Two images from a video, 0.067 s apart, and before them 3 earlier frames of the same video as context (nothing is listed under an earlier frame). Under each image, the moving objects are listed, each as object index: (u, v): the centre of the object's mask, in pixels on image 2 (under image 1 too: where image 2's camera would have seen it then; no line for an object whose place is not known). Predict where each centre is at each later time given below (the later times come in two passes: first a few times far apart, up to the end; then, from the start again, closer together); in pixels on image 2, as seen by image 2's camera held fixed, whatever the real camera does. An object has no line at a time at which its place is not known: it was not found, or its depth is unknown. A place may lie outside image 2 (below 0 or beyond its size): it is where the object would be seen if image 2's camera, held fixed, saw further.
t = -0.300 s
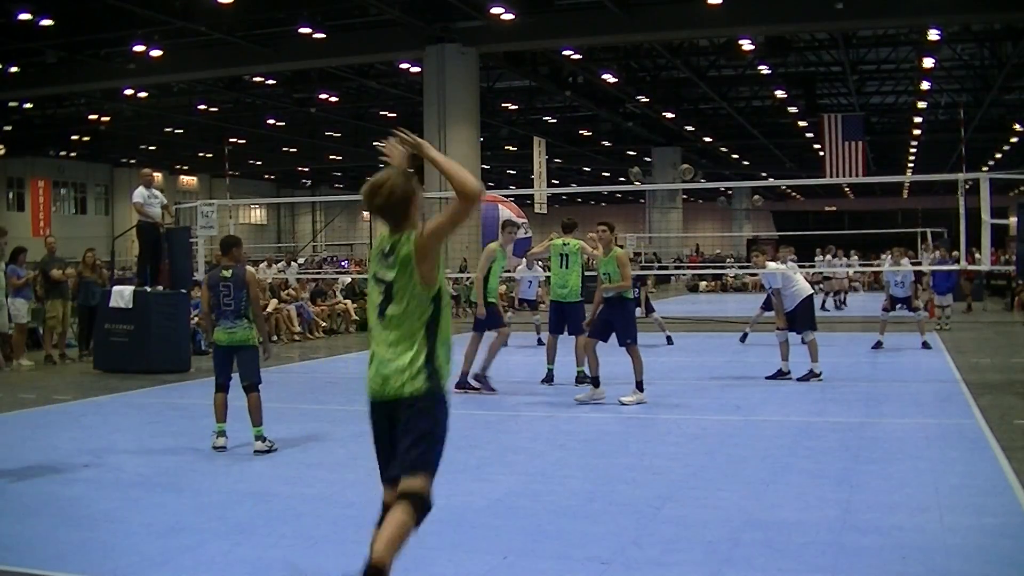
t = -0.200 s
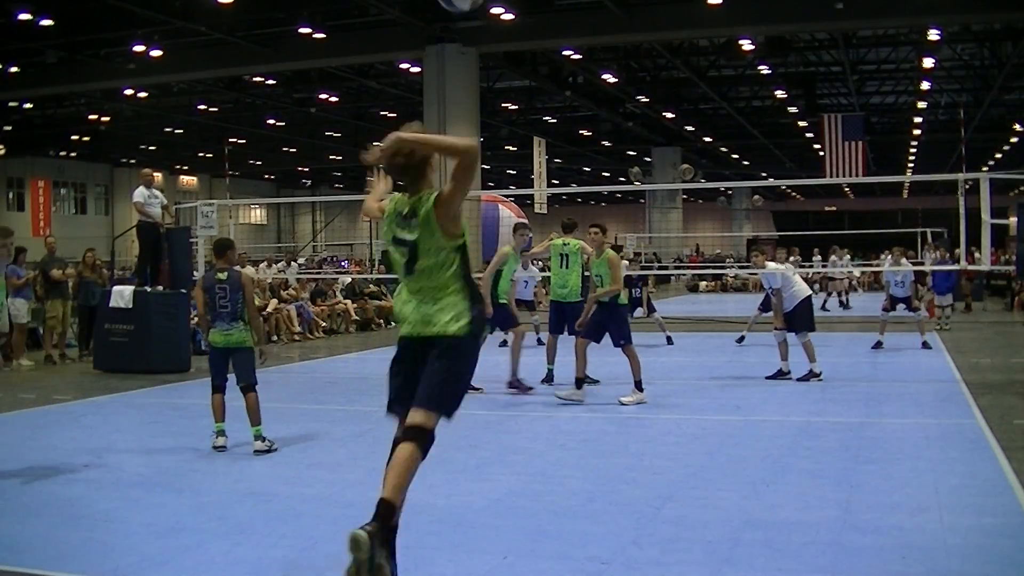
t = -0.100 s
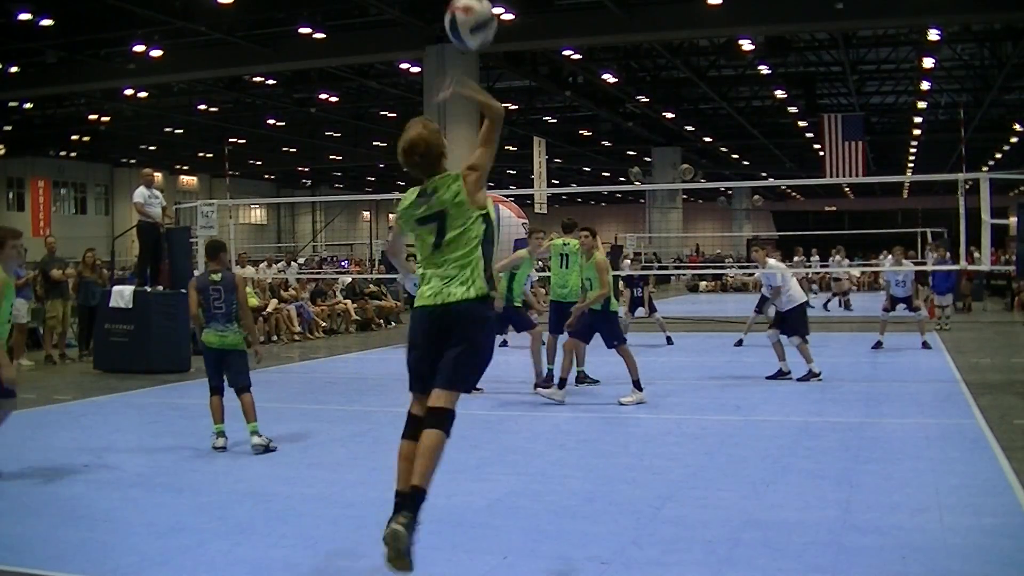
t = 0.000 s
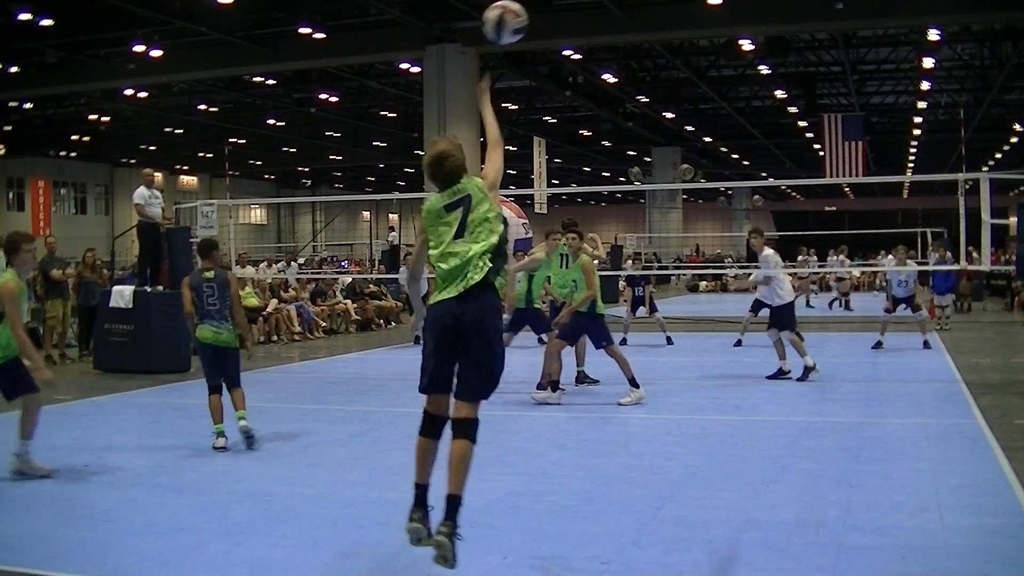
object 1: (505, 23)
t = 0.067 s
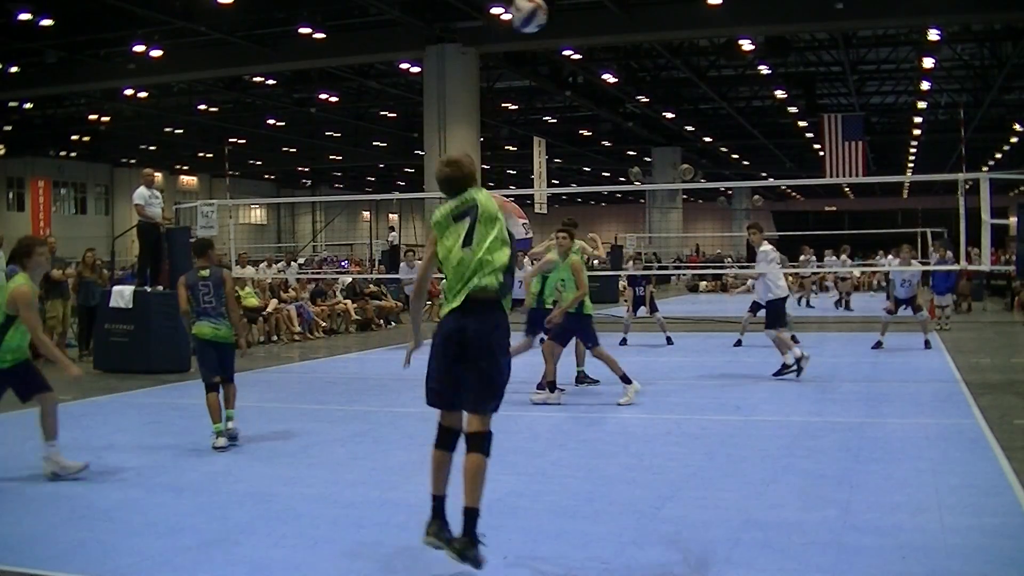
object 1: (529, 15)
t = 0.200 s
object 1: (555, 17)
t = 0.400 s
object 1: (578, 50)
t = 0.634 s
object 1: (597, 109)
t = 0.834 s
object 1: (611, 172)
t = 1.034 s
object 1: (622, 245)
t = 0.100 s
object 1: (536, 14)
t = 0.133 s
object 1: (544, 14)
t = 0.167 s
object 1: (550, 15)
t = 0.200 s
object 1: (555, 17)
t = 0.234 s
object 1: (560, 21)
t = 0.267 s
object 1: (564, 26)
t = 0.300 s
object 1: (568, 31)
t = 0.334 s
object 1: (572, 37)
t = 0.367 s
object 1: (576, 42)
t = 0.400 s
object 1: (578, 50)
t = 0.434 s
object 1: (580, 57)
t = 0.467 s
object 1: (583, 64)
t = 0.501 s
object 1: (586, 72)
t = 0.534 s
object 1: (588, 80)
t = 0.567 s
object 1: (592, 89)
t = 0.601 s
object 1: (594, 99)
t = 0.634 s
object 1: (597, 109)
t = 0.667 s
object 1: (599, 118)
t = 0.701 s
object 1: (602, 129)
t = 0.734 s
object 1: (604, 139)
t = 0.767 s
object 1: (607, 150)
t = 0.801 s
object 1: (609, 160)
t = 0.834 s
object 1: (611, 172)
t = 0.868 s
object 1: (612, 181)
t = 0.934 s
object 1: (617, 208)
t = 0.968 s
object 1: (619, 221)
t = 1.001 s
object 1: (621, 234)
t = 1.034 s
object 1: (622, 245)
